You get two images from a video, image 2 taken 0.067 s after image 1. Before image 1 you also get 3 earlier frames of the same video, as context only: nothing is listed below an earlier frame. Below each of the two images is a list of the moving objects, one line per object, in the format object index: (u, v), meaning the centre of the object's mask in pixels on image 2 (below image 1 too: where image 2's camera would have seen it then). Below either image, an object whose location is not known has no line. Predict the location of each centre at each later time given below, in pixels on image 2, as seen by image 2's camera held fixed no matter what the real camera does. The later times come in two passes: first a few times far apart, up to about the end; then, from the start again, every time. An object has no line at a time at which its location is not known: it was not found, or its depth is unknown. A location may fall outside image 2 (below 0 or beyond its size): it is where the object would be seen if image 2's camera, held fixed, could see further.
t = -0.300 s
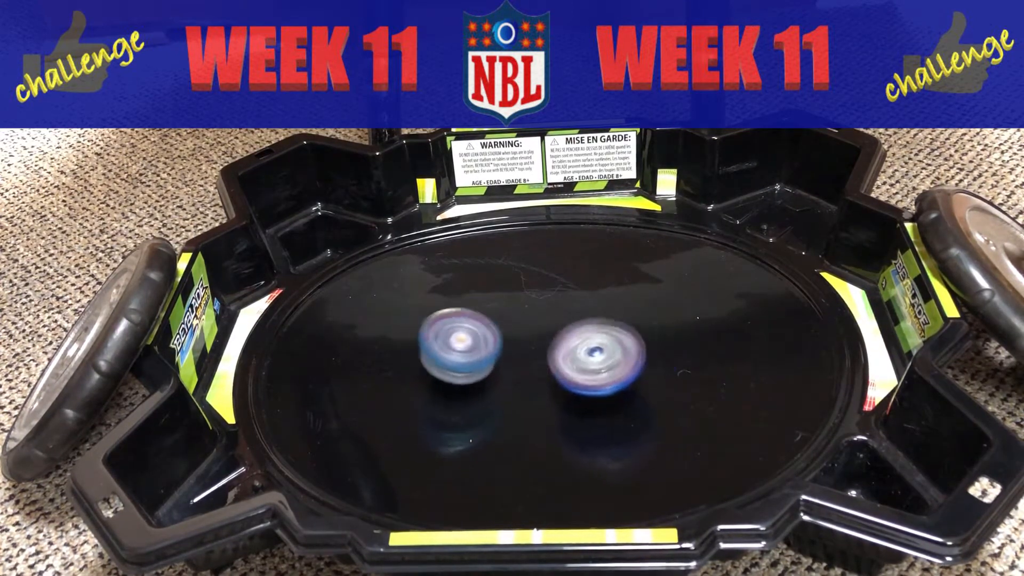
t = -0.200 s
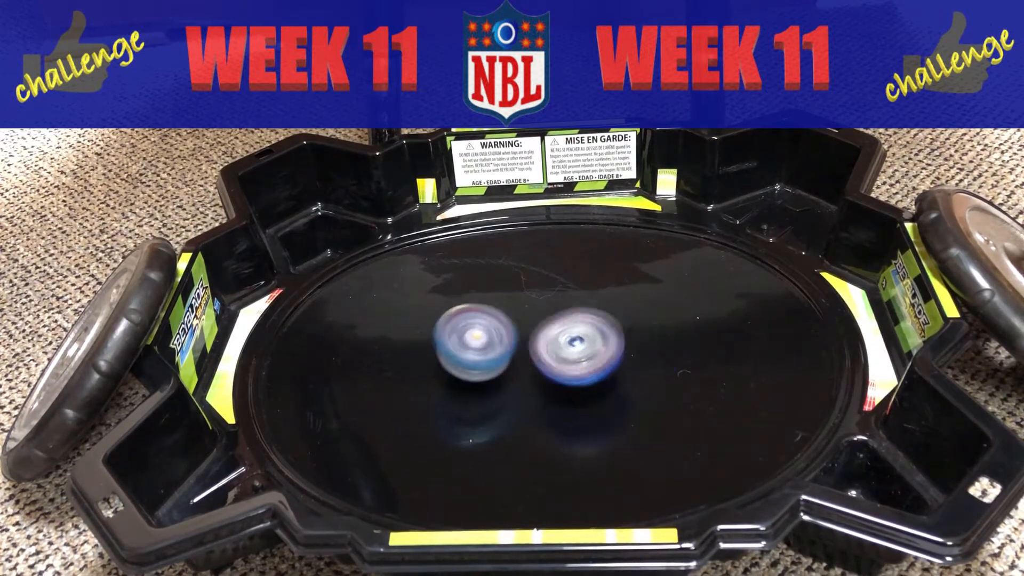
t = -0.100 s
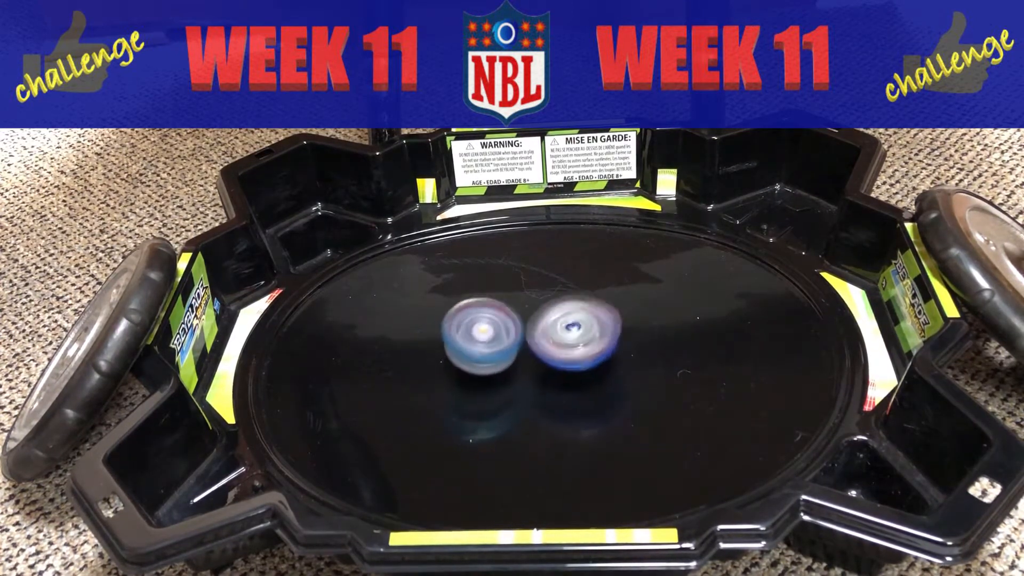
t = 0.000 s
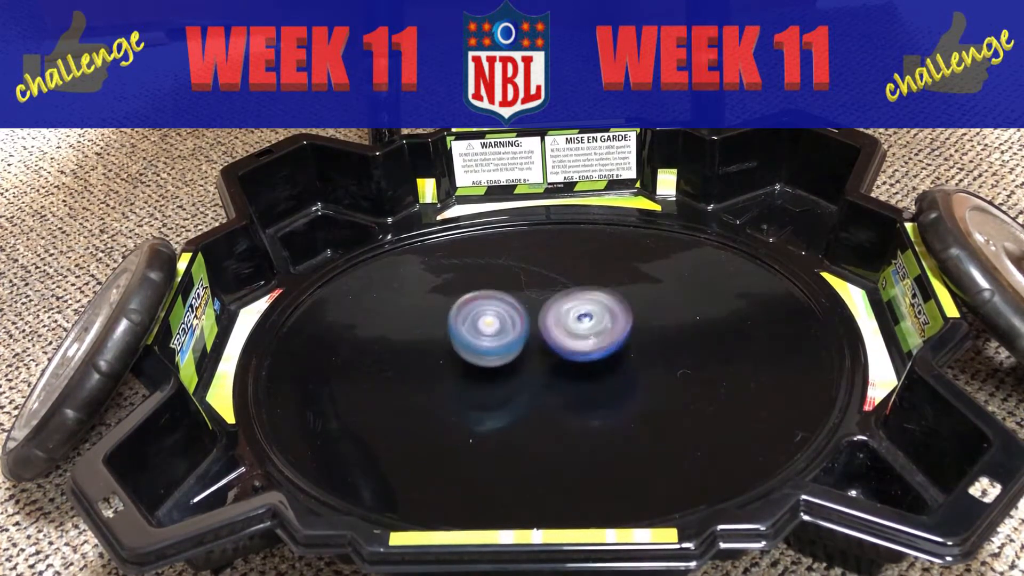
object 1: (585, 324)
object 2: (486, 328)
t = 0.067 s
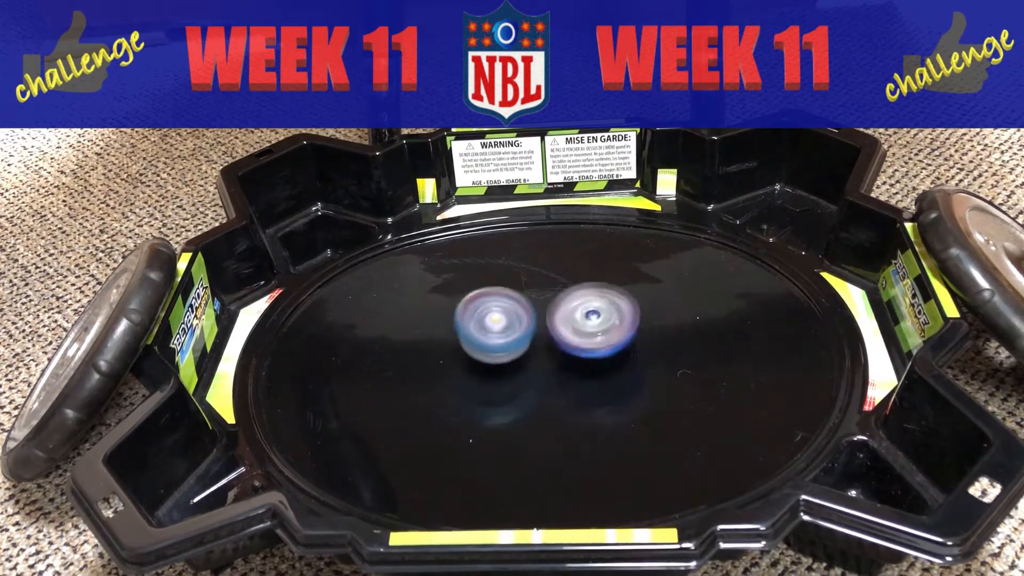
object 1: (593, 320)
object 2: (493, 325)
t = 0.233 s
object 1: (615, 331)
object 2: (496, 320)
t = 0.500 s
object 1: (618, 367)
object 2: (490, 325)
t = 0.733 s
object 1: (572, 381)
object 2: (488, 329)
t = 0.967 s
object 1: (538, 378)
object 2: (472, 330)
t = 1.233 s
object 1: (568, 363)
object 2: (457, 318)
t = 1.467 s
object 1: (603, 347)
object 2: (466, 326)
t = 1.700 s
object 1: (606, 344)
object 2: (491, 345)
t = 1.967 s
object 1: (595, 333)
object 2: (488, 371)
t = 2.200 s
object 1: (576, 333)
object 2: (489, 381)
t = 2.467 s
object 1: (575, 322)
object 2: (468, 390)
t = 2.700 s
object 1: (567, 338)
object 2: (466, 373)
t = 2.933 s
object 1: (590, 334)
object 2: (435, 357)
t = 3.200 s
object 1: (622, 343)
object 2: (451, 341)
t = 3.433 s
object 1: (581, 356)
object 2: (488, 339)
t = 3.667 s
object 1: (593, 374)
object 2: (466, 327)
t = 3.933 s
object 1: (565, 364)
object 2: (474, 342)
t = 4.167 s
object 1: (570, 339)
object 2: (475, 354)
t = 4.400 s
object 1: (590, 324)
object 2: (485, 363)
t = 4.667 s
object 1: (595, 332)
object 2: (488, 375)
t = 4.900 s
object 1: (589, 343)
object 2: (476, 383)
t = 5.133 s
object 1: (588, 333)
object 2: (442, 389)
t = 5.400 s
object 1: (605, 310)
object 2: (428, 382)
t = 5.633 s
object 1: (582, 311)
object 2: (466, 364)
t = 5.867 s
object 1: (576, 329)
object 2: (493, 362)
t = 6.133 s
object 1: (615, 340)
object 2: (493, 378)
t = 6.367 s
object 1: (621, 352)
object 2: (494, 386)
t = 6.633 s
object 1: (593, 355)
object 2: (484, 384)
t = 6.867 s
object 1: (582, 347)
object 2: (472, 372)
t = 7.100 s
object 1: (585, 341)
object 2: (486, 357)
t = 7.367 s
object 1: (603, 339)
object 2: (493, 350)
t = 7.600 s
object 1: (606, 348)
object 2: (499, 354)
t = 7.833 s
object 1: (619, 349)
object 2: (466, 353)
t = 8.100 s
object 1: (604, 344)
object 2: (462, 347)
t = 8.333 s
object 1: (598, 357)
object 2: (481, 348)
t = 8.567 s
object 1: (603, 362)
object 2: (498, 364)
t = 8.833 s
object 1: (599, 350)
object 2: (495, 382)
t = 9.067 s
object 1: (588, 360)
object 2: (487, 381)
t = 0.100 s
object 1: (596, 320)
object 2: (497, 323)
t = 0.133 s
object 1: (598, 322)
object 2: (502, 323)
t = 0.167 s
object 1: (599, 324)
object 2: (506, 323)
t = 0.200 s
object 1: (605, 328)
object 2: (505, 321)
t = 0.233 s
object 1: (615, 331)
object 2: (496, 320)
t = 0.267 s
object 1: (622, 334)
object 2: (491, 319)
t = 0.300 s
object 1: (627, 338)
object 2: (489, 319)
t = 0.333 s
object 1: (631, 343)
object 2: (489, 319)
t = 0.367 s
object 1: (633, 348)
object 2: (488, 320)
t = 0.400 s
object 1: (632, 353)
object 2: (488, 320)
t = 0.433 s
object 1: (629, 359)
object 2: (489, 322)
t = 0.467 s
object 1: (625, 363)
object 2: (489, 323)
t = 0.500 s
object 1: (618, 367)
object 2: (490, 325)
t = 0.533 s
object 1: (611, 370)
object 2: (492, 327)
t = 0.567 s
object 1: (602, 372)
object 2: (494, 329)
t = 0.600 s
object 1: (593, 374)
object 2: (496, 331)
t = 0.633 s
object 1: (583, 374)
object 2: (498, 334)
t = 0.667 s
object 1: (574, 374)
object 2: (499, 335)
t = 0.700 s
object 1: (572, 378)
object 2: (495, 333)
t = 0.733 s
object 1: (572, 381)
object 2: (488, 329)
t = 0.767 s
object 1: (568, 383)
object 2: (485, 328)
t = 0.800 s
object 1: (563, 385)
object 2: (482, 329)
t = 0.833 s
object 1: (558, 386)
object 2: (481, 329)
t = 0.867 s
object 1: (551, 385)
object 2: (479, 330)
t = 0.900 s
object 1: (545, 383)
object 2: (478, 330)
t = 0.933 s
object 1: (541, 381)
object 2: (475, 331)
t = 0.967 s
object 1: (538, 378)
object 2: (472, 330)
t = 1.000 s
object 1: (541, 378)
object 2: (469, 326)
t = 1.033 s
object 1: (542, 377)
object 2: (468, 323)
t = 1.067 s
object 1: (545, 376)
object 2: (465, 322)
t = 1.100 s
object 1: (549, 374)
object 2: (460, 321)
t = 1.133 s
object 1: (552, 371)
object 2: (461, 319)
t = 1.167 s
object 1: (556, 368)
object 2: (457, 319)
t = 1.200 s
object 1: (562, 365)
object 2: (458, 318)
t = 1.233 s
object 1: (568, 363)
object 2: (457, 318)
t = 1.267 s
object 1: (573, 360)
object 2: (457, 318)
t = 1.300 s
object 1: (579, 356)
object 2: (458, 318)
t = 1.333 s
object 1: (586, 353)
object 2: (459, 319)
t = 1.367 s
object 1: (590, 351)
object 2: (460, 320)
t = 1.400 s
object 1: (595, 349)
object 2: (462, 322)
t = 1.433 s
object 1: (600, 348)
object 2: (465, 323)
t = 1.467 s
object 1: (603, 347)
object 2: (466, 326)
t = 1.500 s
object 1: (607, 346)
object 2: (470, 328)
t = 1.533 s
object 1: (610, 344)
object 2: (472, 330)
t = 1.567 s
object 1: (611, 344)
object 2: (477, 333)
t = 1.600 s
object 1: (612, 344)
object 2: (480, 335)
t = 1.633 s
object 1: (611, 344)
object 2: (484, 338)
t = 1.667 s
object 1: (609, 344)
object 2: (488, 341)
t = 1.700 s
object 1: (606, 344)
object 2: (491, 345)
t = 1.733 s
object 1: (603, 344)
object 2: (495, 348)
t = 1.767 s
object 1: (598, 343)
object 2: (499, 351)
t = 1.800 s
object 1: (594, 343)
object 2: (502, 354)
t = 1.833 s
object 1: (594, 341)
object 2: (497, 357)
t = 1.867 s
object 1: (594, 338)
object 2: (492, 361)
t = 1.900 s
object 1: (595, 336)
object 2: (489, 364)
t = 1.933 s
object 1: (595, 334)
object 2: (488, 367)
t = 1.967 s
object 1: (595, 333)
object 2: (488, 371)
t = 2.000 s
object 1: (594, 333)
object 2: (488, 373)
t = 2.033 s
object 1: (592, 332)
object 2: (488, 376)
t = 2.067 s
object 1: (590, 332)
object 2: (489, 378)
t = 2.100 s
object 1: (587, 331)
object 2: (488, 379)
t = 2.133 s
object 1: (584, 332)
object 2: (488, 380)
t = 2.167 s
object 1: (580, 332)
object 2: (489, 381)
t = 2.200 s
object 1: (576, 333)
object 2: (489, 381)
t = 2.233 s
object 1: (571, 333)
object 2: (491, 381)
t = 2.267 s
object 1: (566, 333)
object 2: (492, 381)
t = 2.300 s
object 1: (565, 331)
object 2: (488, 384)
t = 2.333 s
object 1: (567, 328)
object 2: (480, 388)
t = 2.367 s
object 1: (569, 325)
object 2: (475, 390)
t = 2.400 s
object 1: (572, 324)
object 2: (473, 391)
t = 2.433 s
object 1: (573, 322)
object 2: (470, 391)
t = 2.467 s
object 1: (575, 322)
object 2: (468, 390)
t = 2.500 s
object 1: (577, 324)
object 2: (467, 389)
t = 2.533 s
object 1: (577, 325)
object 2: (466, 387)
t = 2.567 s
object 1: (577, 327)
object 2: (465, 385)
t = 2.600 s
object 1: (576, 330)
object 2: (464, 382)
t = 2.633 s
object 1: (574, 333)
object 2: (465, 379)
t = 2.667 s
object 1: (572, 336)
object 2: (465, 376)
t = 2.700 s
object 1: (567, 338)
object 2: (466, 373)
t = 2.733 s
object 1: (563, 340)
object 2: (467, 369)
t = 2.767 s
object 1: (558, 341)
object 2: (468, 366)
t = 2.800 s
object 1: (564, 339)
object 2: (456, 364)
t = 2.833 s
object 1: (573, 337)
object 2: (445, 363)
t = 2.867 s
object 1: (578, 335)
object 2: (438, 361)
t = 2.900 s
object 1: (585, 334)
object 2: (436, 359)
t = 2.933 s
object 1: (590, 334)
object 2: (435, 357)
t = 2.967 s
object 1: (598, 334)
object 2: (435, 355)
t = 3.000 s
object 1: (604, 333)
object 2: (435, 352)
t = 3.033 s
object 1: (610, 334)
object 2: (436, 350)
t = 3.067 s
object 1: (614, 334)
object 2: (438, 348)
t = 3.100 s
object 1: (619, 336)
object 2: (441, 346)
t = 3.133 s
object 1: (622, 338)
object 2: (443, 344)
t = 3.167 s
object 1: (623, 341)
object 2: (447, 343)
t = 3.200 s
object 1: (622, 343)
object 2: (451, 341)
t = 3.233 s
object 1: (620, 346)
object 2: (456, 340)
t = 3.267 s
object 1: (615, 349)
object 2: (461, 339)
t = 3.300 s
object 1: (610, 352)
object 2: (465, 338)
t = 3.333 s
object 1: (602, 353)
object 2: (470, 338)
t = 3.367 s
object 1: (596, 354)
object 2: (476, 338)
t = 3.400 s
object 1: (589, 355)
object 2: (482, 338)
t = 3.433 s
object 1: (581, 356)
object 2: (488, 339)
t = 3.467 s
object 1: (582, 358)
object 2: (485, 336)
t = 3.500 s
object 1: (591, 359)
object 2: (474, 331)
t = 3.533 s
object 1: (595, 363)
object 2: (466, 327)
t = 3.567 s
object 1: (596, 365)
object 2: (465, 325)
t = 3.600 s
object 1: (596, 368)
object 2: (465, 324)
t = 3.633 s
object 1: (596, 371)
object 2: (465, 326)
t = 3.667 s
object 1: (593, 374)
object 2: (466, 327)
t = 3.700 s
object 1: (590, 376)
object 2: (467, 329)
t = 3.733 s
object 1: (586, 376)
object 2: (468, 331)
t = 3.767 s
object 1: (581, 376)
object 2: (470, 333)
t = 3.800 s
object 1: (575, 374)
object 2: (473, 336)
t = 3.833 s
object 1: (571, 372)
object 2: (473, 338)
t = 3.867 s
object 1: (566, 370)
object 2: (478, 340)
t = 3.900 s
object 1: (562, 367)
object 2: (479, 341)
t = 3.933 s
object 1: (565, 364)
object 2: (474, 342)
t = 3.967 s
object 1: (566, 362)
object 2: (474, 343)
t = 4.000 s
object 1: (567, 358)
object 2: (473, 345)
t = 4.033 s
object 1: (567, 353)
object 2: (473, 347)
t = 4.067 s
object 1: (568, 350)
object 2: (473, 349)
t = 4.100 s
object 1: (568, 347)
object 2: (474, 351)
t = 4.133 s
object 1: (568, 342)
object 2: (475, 353)
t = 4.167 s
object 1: (570, 339)
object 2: (475, 354)
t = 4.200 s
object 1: (572, 334)
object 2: (474, 355)
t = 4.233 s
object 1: (574, 332)
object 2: (476, 356)
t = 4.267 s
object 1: (578, 329)
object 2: (477, 358)
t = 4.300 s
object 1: (581, 328)
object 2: (479, 360)
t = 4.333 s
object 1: (585, 326)
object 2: (481, 361)
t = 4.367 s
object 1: (588, 324)
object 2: (483, 362)
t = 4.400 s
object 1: (590, 324)
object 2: (485, 363)
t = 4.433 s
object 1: (592, 323)
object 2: (487, 364)
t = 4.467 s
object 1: (593, 324)
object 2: (491, 365)
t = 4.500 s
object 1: (594, 327)
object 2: (494, 365)
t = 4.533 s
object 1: (593, 328)
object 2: (497, 366)
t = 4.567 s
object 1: (591, 331)
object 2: (501, 366)
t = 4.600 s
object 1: (589, 333)
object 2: (504, 366)
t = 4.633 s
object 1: (592, 333)
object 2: (499, 370)
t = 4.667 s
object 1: (595, 332)
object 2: (488, 375)
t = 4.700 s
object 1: (597, 333)
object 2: (481, 379)
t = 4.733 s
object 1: (598, 334)
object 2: (478, 381)
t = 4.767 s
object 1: (598, 335)
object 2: (476, 383)
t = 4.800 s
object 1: (598, 337)
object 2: (475, 383)
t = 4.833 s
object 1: (596, 339)
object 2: (475, 384)
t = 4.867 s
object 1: (593, 341)
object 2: (475, 384)
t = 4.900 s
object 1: (589, 343)
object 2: (476, 383)
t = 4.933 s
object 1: (586, 345)
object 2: (477, 382)
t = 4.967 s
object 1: (581, 346)
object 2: (478, 381)
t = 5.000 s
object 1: (575, 347)
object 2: (478, 380)
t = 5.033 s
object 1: (570, 347)
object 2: (479, 379)
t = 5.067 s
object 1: (567, 347)
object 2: (476, 379)
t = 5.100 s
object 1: (578, 339)
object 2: (458, 384)
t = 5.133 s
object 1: (588, 333)
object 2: (442, 389)
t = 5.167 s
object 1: (594, 328)
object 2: (430, 392)
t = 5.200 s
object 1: (598, 325)
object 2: (422, 393)
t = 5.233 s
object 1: (599, 323)
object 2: (420, 392)
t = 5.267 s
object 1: (602, 321)
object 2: (420, 391)
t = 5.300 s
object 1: (604, 319)
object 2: (421, 389)
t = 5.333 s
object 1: (605, 316)
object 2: (422, 386)
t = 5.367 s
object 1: (605, 313)
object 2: (425, 384)
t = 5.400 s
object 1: (605, 310)
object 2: (428, 382)
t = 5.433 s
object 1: (604, 309)
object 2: (433, 379)
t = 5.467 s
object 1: (601, 307)
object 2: (436, 376)
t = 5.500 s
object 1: (599, 306)
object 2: (441, 373)
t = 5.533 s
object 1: (595, 306)
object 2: (447, 371)
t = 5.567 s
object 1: (591, 307)
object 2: (454, 369)
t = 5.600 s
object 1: (586, 309)
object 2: (459, 366)
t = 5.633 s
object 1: (582, 311)
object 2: (466, 364)
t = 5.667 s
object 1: (578, 314)
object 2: (472, 363)
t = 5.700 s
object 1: (575, 317)
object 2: (478, 362)
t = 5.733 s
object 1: (572, 321)
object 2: (485, 360)
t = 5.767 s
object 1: (570, 323)
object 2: (491, 360)
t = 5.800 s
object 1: (573, 324)
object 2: (490, 361)
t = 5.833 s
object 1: (575, 326)
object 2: (490, 362)
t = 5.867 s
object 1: (576, 329)
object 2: (493, 362)
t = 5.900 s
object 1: (580, 332)
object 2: (495, 364)
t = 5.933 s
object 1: (588, 334)
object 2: (491, 367)
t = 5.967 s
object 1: (592, 335)
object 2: (490, 368)
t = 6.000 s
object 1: (597, 336)
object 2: (490, 369)
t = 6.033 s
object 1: (601, 337)
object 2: (491, 372)
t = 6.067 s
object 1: (606, 338)
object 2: (492, 374)
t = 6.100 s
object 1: (610, 339)
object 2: (493, 376)
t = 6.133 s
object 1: (615, 340)
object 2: (493, 378)
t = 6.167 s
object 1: (619, 341)
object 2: (493, 380)
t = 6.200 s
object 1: (623, 342)
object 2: (494, 382)
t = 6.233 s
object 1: (625, 344)
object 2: (493, 383)
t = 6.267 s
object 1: (626, 345)
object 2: (493, 384)
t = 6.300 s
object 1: (625, 348)
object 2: (493, 385)
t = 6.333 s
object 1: (624, 349)
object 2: (494, 386)
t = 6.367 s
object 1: (621, 352)
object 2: (494, 386)
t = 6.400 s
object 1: (617, 353)
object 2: (494, 387)
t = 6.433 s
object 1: (612, 355)
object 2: (495, 386)
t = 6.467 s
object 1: (607, 355)
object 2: (497, 386)
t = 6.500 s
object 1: (601, 356)
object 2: (498, 385)
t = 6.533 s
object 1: (595, 357)
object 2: (500, 384)
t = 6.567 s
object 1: (593, 358)
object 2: (498, 383)
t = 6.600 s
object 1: (595, 356)
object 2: (490, 384)
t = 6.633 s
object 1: (593, 355)
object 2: (484, 384)
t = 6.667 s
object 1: (587, 355)
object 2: (483, 382)
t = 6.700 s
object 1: (583, 356)
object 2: (483, 381)
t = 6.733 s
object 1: (579, 354)
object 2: (482, 379)
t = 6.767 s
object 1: (575, 354)
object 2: (481, 378)
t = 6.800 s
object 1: (578, 351)
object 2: (475, 376)
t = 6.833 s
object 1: (579, 349)
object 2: (472, 374)
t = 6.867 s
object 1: (582, 347)
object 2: (472, 372)
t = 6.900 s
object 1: (583, 345)
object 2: (472, 369)
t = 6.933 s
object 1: (584, 342)
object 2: (473, 367)
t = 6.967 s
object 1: (585, 343)
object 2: (475, 365)
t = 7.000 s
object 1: (586, 341)
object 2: (477, 362)
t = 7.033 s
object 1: (587, 341)
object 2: (480, 361)
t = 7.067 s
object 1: (587, 339)
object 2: (483, 359)
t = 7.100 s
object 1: (585, 341)
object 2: (486, 357)
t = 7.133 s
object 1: (584, 340)
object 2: (491, 356)
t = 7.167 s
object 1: (584, 340)
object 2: (492, 354)
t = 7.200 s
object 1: (587, 339)
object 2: (492, 352)
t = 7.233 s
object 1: (588, 339)
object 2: (492, 352)
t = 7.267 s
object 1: (591, 338)
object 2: (496, 351)
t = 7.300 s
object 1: (592, 339)
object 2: (499, 350)
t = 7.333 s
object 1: (598, 339)
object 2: (497, 350)
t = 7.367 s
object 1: (603, 339)
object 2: (493, 350)
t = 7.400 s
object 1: (607, 339)
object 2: (493, 350)
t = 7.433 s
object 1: (609, 340)
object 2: (494, 351)
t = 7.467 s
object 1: (611, 341)
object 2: (494, 352)
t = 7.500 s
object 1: (611, 342)
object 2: (496, 353)
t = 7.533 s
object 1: (611, 345)
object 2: (497, 353)
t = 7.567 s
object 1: (608, 345)
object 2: (498, 353)
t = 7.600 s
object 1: (606, 348)
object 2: (499, 354)
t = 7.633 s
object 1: (602, 349)
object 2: (501, 354)
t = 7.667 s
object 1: (597, 352)
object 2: (502, 354)
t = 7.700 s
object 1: (594, 352)
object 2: (503, 354)
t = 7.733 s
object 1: (605, 351)
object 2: (491, 355)
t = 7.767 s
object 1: (614, 350)
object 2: (476, 355)
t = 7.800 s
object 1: (618, 350)
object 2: (468, 354)
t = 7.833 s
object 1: (619, 349)
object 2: (466, 353)
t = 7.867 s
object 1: (617, 349)
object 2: (466, 353)
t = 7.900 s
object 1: (617, 349)
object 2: (464, 353)
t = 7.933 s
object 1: (619, 347)
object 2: (461, 352)
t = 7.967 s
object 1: (620, 345)
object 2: (460, 352)
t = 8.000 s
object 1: (617, 344)
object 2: (460, 350)
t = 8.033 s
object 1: (611, 343)
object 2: (460, 349)
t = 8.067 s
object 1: (605, 344)
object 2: (461, 348)
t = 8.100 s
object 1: (604, 344)
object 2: (462, 347)
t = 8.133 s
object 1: (603, 345)
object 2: (464, 346)
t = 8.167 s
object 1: (603, 348)
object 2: (466, 345)
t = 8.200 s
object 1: (601, 350)
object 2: (469, 345)
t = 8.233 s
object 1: (598, 351)
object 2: (471, 345)
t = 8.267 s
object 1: (597, 352)
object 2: (474, 346)
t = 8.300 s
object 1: (596, 354)
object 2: (476, 346)
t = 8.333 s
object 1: (598, 357)
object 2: (481, 348)
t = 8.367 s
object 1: (598, 359)
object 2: (481, 350)
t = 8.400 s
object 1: (596, 360)
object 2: (486, 352)
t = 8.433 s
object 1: (595, 361)
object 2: (490, 355)
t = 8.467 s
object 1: (595, 362)
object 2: (492, 357)
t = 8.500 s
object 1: (598, 362)
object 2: (494, 359)
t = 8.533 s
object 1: (600, 362)
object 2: (496, 362)
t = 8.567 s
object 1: (603, 362)
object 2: (498, 364)
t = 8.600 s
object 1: (605, 360)
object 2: (499, 367)
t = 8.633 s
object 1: (606, 358)
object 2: (499, 369)
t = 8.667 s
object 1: (609, 356)
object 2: (498, 372)
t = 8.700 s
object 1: (608, 354)
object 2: (499, 375)
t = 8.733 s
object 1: (606, 354)
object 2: (498, 377)
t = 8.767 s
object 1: (603, 352)
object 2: (498, 379)
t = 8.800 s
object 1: (600, 351)
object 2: (497, 381)
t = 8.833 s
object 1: (599, 350)
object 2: (495, 382)
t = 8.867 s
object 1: (595, 351)
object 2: (494, 383)
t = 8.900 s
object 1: (591, 354)
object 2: (492, 384)
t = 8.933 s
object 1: (589, 355)
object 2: (490, 384)
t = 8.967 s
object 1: (587, 356)
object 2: (489, 384)
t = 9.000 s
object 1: (589, 357)
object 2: (488, 383)
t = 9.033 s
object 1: (590, 359)
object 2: (487, 382)
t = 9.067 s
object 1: (588, 360)
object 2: (487, 381)
